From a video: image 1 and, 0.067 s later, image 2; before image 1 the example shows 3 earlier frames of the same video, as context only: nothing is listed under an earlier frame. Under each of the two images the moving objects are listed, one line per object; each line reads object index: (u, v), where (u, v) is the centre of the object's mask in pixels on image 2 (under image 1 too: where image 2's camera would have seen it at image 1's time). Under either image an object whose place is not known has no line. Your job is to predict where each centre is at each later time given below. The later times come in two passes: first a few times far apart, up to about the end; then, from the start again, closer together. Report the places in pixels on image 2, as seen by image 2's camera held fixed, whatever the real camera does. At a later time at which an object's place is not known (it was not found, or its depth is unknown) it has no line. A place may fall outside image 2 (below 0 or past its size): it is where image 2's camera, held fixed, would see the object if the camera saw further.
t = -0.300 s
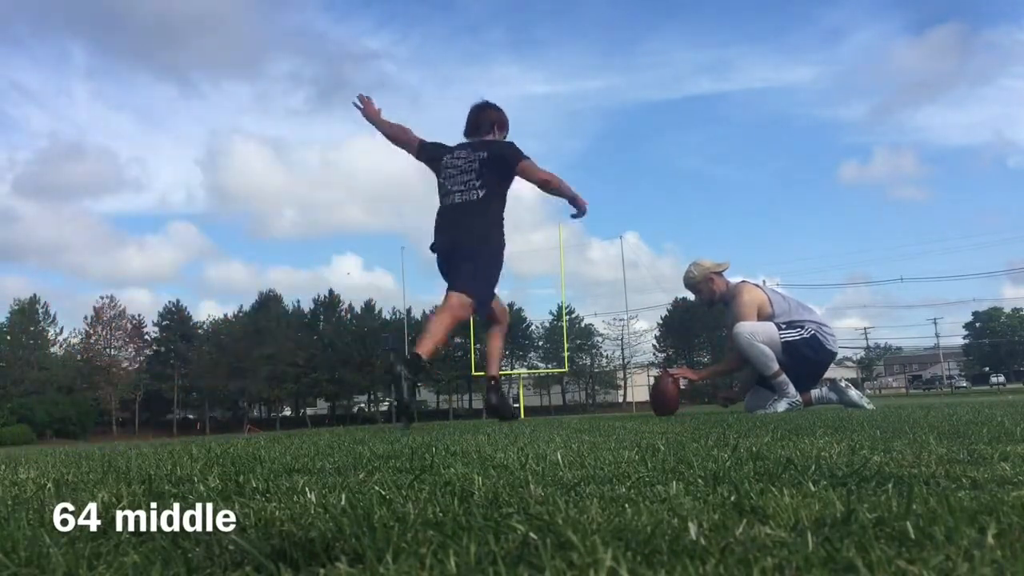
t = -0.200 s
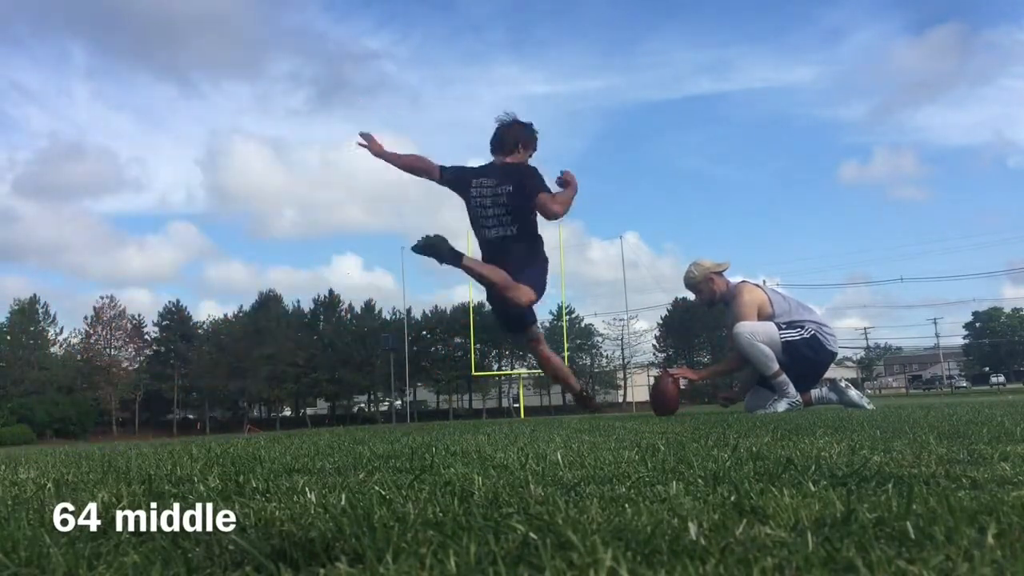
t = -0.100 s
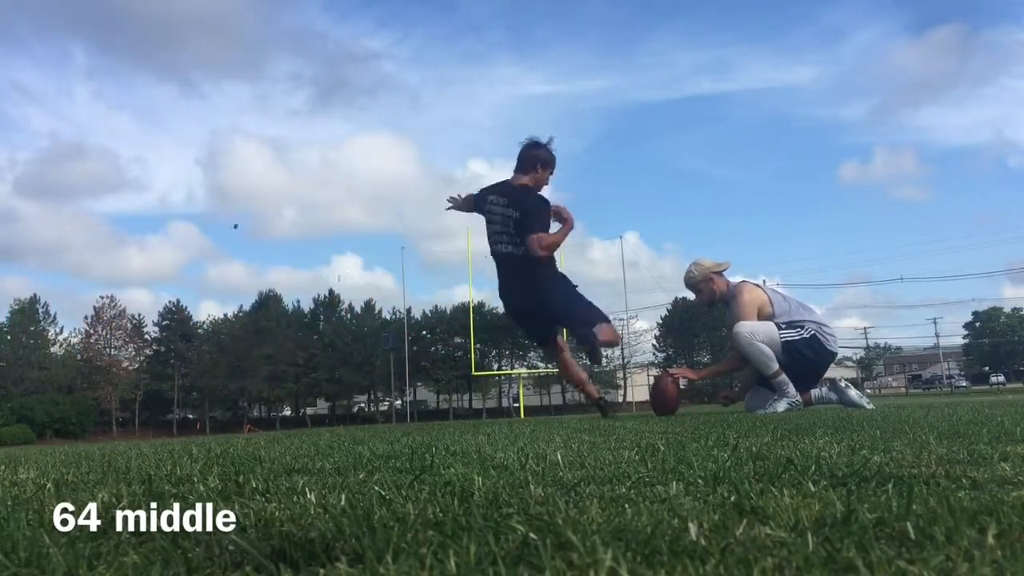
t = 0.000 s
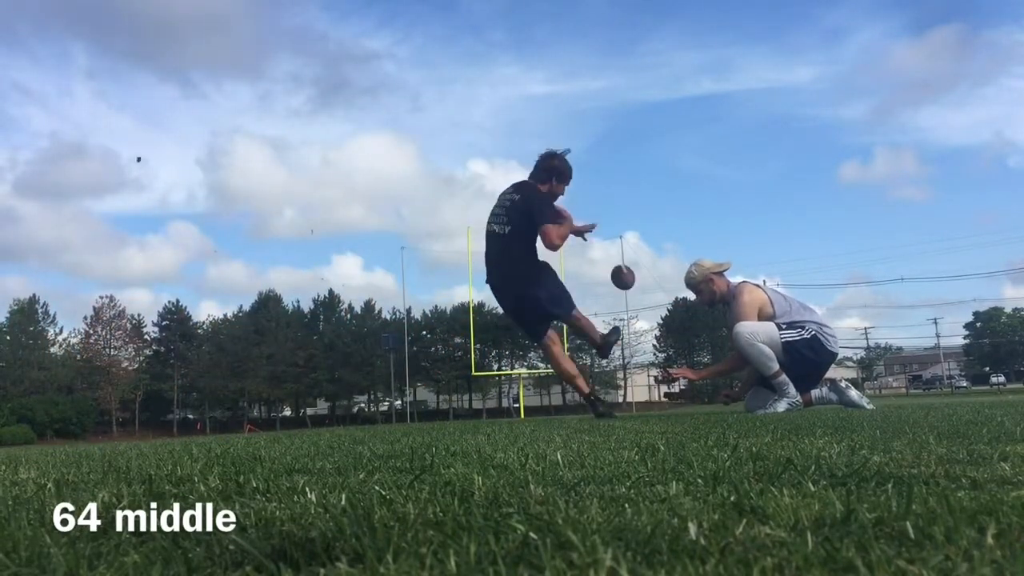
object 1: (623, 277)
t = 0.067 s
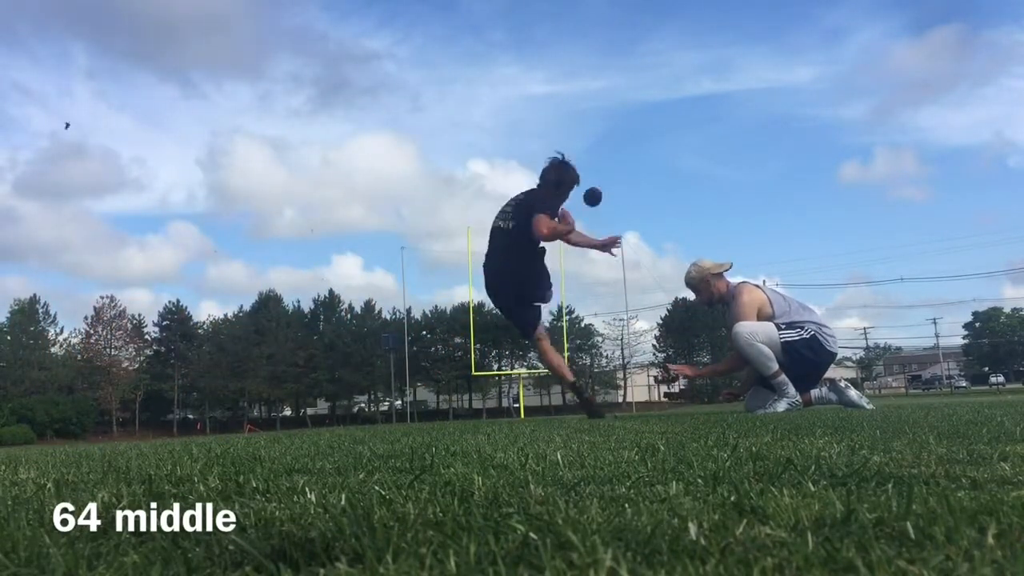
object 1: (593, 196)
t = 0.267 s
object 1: (546, 85)
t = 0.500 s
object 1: (526, 38)
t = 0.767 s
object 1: (517, 24)
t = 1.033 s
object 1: (514, 29)
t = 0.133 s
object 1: (572, 146)
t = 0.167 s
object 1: (564, 127)
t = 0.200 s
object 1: (557, 111)
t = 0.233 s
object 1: (551, 97)
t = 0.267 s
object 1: (546, 85)
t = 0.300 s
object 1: (542, 75)
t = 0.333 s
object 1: (539, 67)
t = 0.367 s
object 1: (536, 59)
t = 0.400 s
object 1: (533, 53)
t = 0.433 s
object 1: (530, 47)
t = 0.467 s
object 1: (528, 42)
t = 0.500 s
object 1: (526, 38)
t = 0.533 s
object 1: (524, 35)
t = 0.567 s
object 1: (523, 32)
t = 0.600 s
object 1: (522, 30)
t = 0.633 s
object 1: (521, 28)
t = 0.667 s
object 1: (519, 26)
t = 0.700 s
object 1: (518, 25)
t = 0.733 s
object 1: (518, 25)
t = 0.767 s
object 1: (517, 24)
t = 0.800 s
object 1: (517, 24)
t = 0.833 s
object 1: (516, 24)
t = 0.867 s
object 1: (516, 24)
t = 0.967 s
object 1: (515, 27)
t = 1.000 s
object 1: (514, 27)
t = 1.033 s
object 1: (514, 29)
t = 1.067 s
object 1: (514, 30)
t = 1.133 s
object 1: (513, 34)
